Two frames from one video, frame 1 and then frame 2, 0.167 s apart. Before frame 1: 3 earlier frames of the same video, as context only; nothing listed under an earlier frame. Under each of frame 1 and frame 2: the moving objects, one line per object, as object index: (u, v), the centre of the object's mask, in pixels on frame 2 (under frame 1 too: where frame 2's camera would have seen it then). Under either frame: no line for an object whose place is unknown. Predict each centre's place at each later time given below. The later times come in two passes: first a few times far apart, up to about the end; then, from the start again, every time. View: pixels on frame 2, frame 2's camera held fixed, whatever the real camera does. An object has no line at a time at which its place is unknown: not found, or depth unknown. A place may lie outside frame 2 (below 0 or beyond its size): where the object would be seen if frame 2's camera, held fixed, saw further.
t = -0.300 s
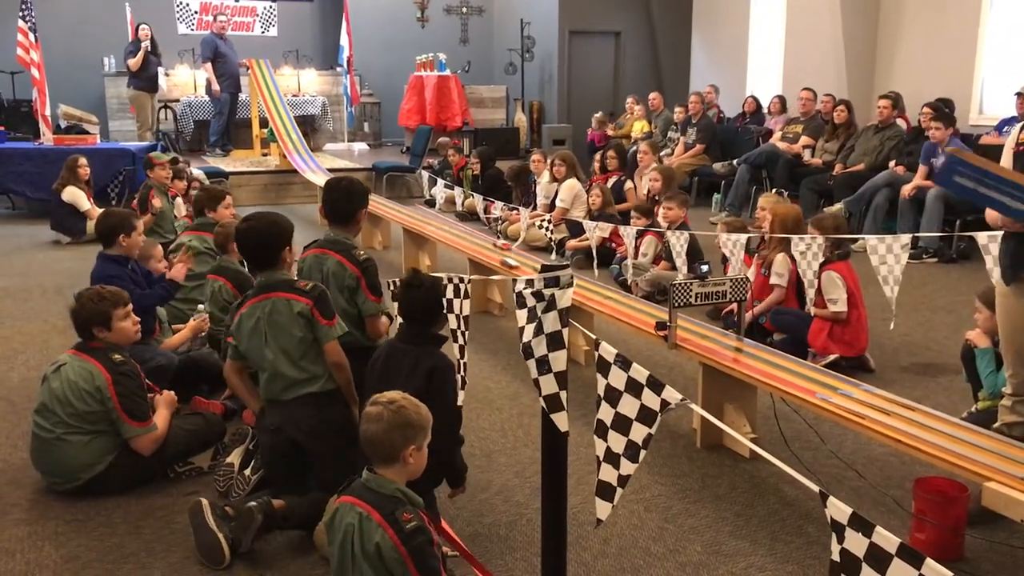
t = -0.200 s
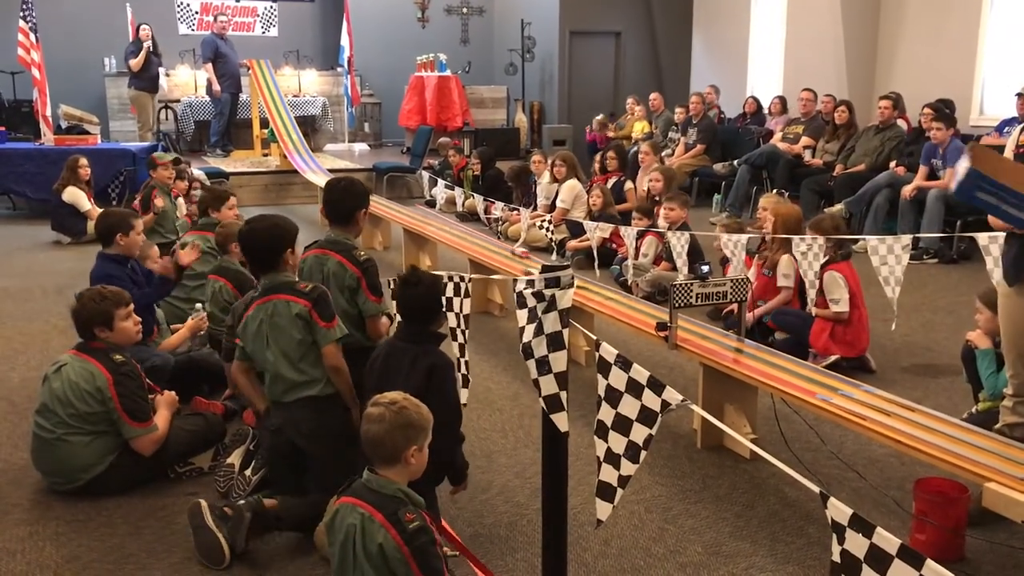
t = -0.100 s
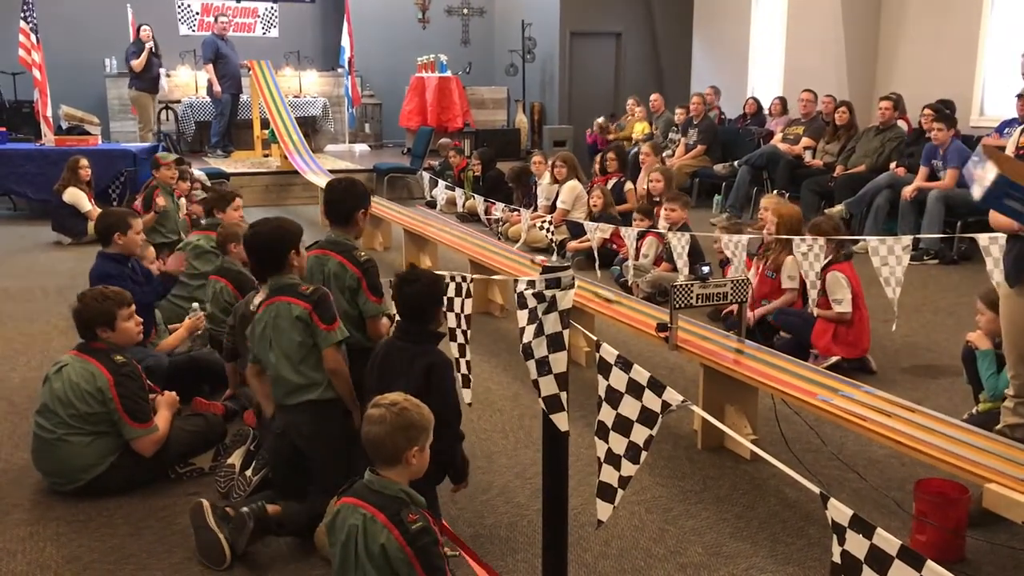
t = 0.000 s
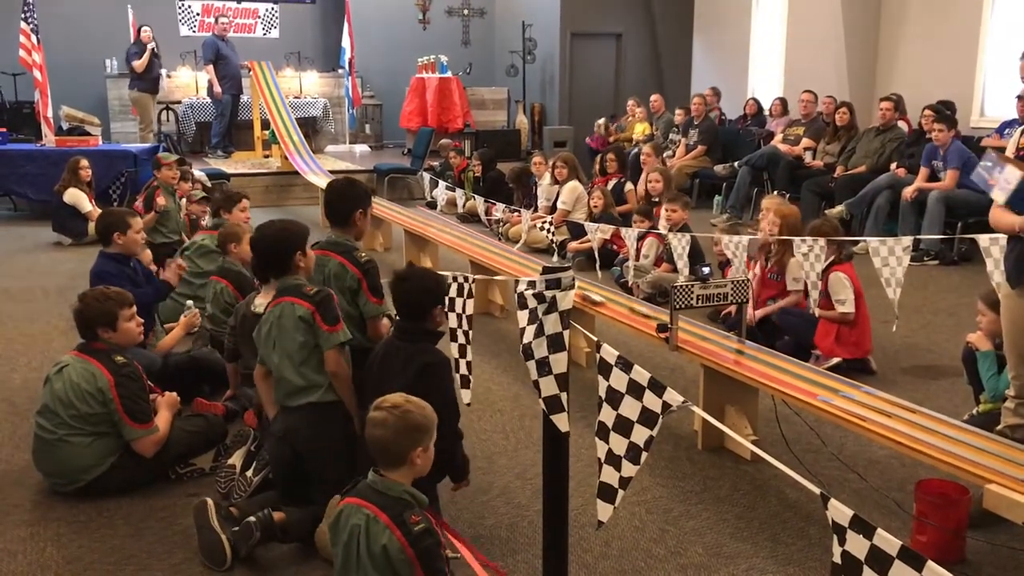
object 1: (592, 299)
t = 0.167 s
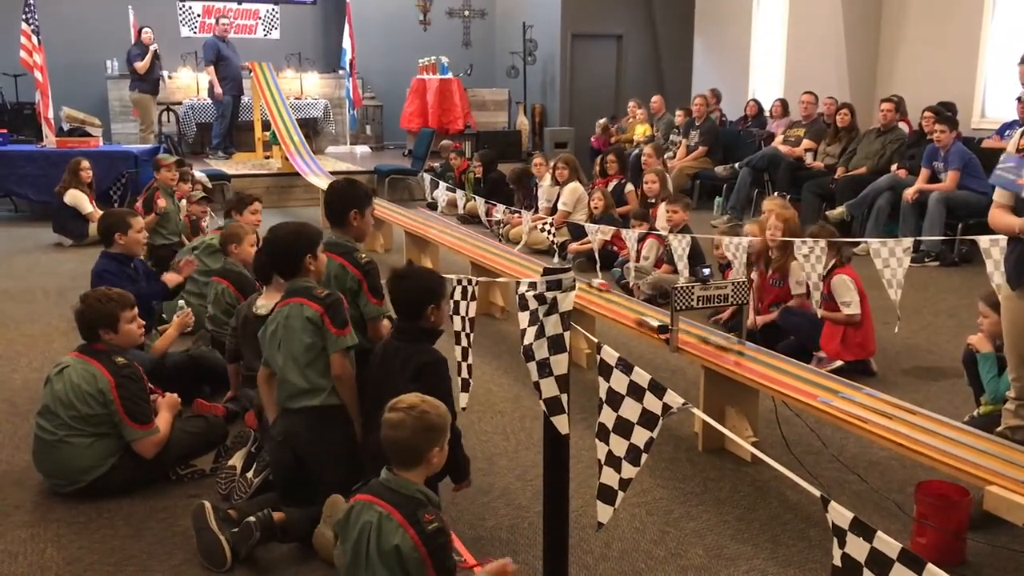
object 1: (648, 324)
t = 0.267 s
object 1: (690, 340)
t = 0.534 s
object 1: (829, 399)
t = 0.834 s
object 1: (940, 442)
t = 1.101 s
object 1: (940, 442)
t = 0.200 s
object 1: (659, 328)
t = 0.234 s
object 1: (684, 337)
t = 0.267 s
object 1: (690, 340)
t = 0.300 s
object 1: (705, 348)
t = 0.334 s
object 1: (721, 354)
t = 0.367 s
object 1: (737, 360)
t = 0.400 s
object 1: (753, 367)
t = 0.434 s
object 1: (772, 374)
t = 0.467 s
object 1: (792, 383)
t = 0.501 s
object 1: (809, 391)
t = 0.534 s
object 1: (829, 399)
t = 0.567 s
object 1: (850, 408)
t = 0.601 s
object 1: (869, 416)
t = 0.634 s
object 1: (890, 423)
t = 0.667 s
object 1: (906, 429)
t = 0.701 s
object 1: (919, 435)
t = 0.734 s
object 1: (929, 439)
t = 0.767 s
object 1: (936, 441)
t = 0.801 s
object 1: (939, 442)
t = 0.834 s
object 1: (940, 442)
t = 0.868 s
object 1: (940, 442)
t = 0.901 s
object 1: (940, 443)
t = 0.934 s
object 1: (940, 443)
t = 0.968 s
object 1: (940, 442)
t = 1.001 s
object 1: (940, 443)
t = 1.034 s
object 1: (940, 442)
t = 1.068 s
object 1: (940, 442)
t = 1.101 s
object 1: (940, 442)
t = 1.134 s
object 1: (939, 442)
